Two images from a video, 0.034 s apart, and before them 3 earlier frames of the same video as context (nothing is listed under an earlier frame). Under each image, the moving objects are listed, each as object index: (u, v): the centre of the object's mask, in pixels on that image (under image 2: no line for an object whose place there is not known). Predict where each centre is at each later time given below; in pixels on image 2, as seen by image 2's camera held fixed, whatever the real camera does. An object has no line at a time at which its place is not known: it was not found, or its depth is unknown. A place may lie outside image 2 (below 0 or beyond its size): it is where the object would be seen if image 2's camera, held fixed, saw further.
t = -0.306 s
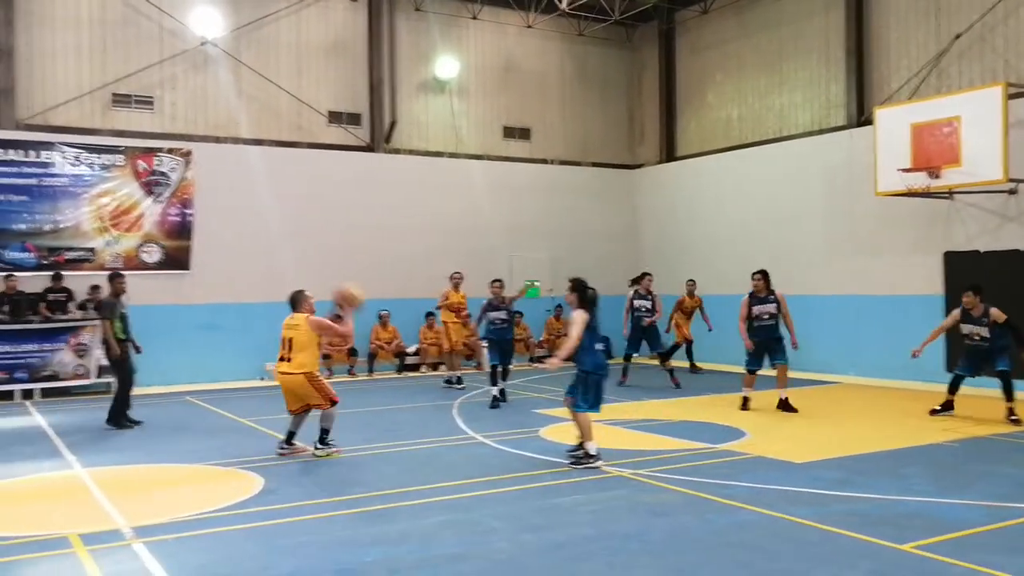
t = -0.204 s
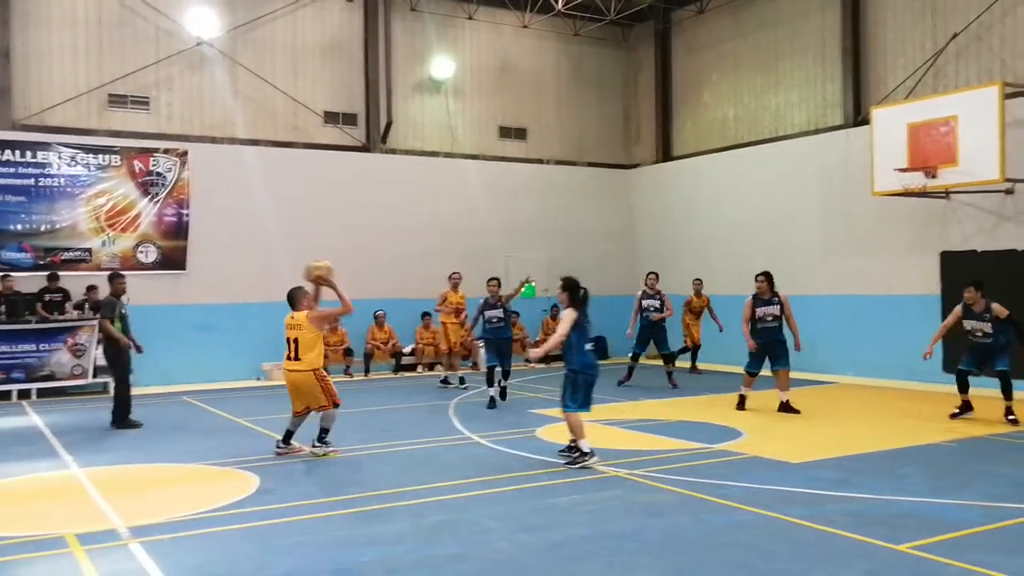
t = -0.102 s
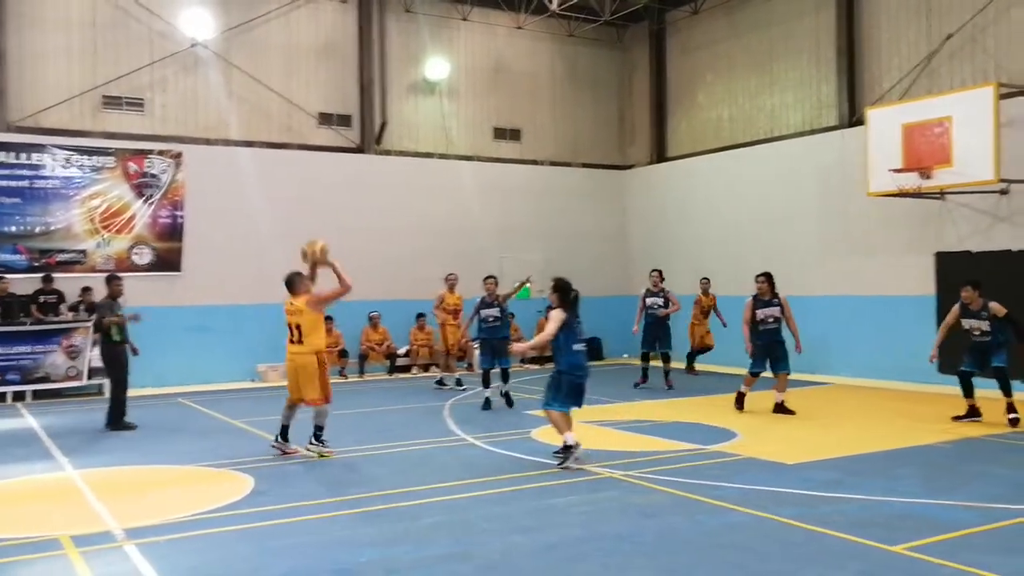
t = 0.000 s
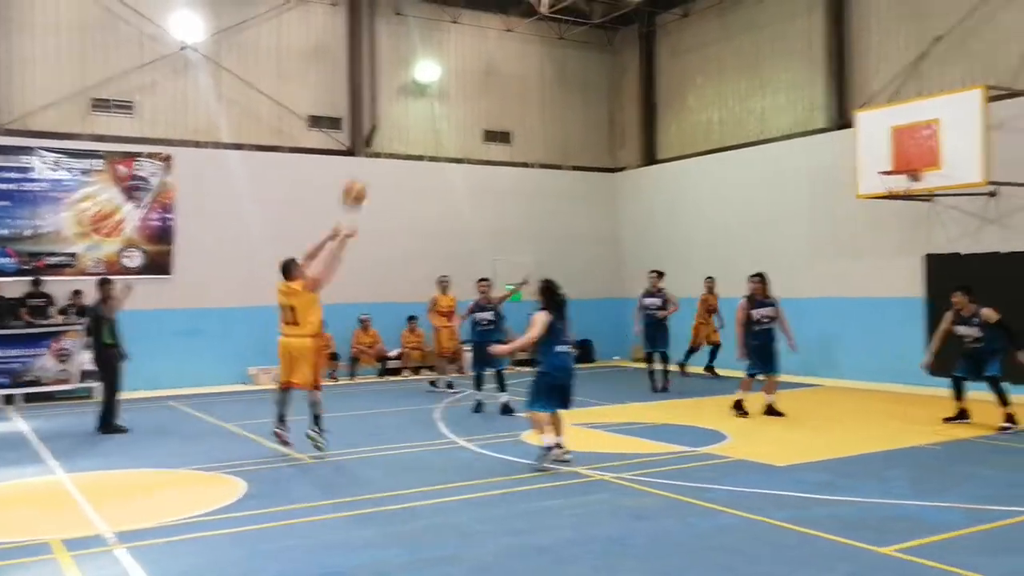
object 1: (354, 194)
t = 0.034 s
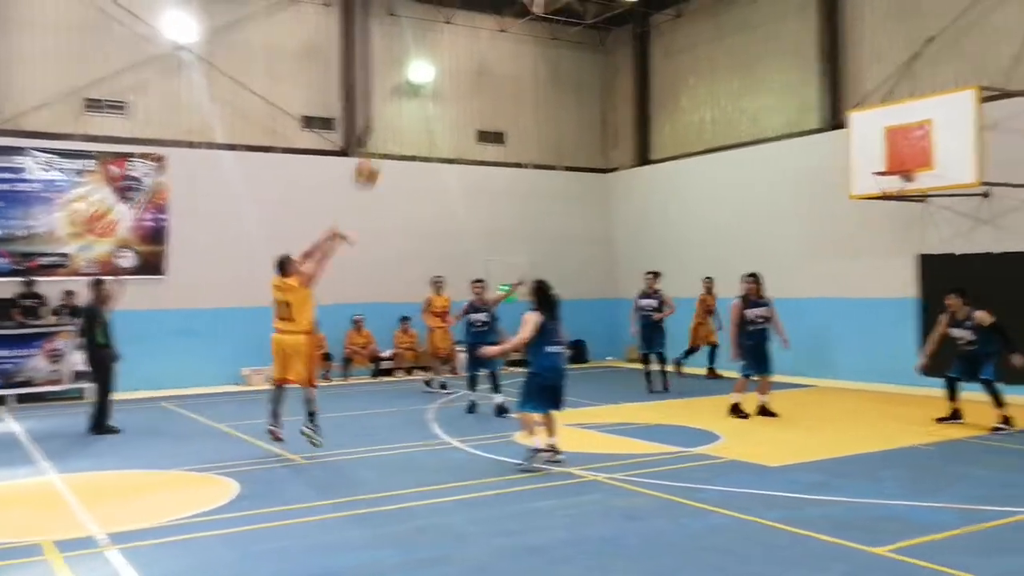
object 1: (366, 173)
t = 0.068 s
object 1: (385, 153)
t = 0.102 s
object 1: (407, 131)
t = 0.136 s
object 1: (424, 116)
